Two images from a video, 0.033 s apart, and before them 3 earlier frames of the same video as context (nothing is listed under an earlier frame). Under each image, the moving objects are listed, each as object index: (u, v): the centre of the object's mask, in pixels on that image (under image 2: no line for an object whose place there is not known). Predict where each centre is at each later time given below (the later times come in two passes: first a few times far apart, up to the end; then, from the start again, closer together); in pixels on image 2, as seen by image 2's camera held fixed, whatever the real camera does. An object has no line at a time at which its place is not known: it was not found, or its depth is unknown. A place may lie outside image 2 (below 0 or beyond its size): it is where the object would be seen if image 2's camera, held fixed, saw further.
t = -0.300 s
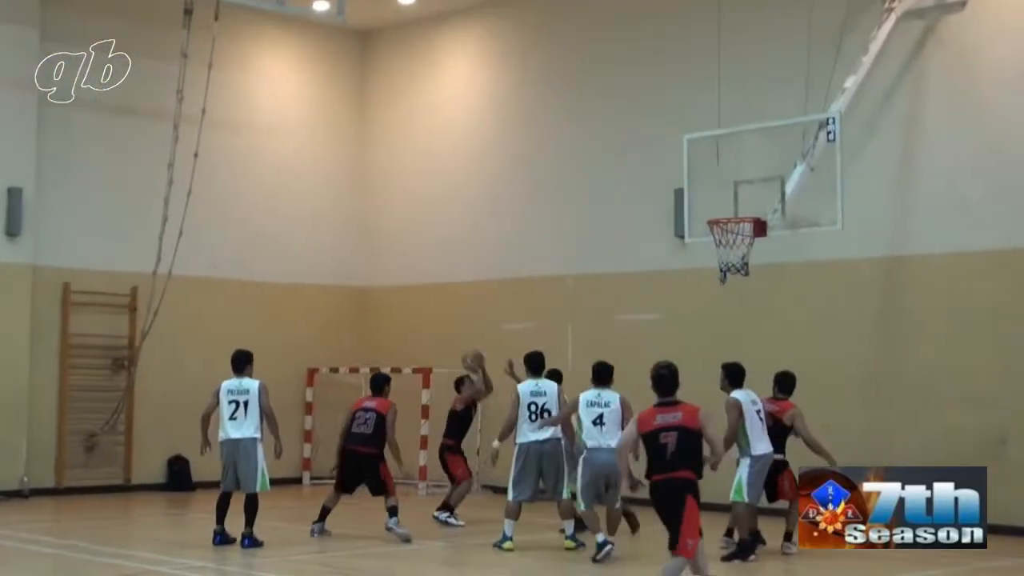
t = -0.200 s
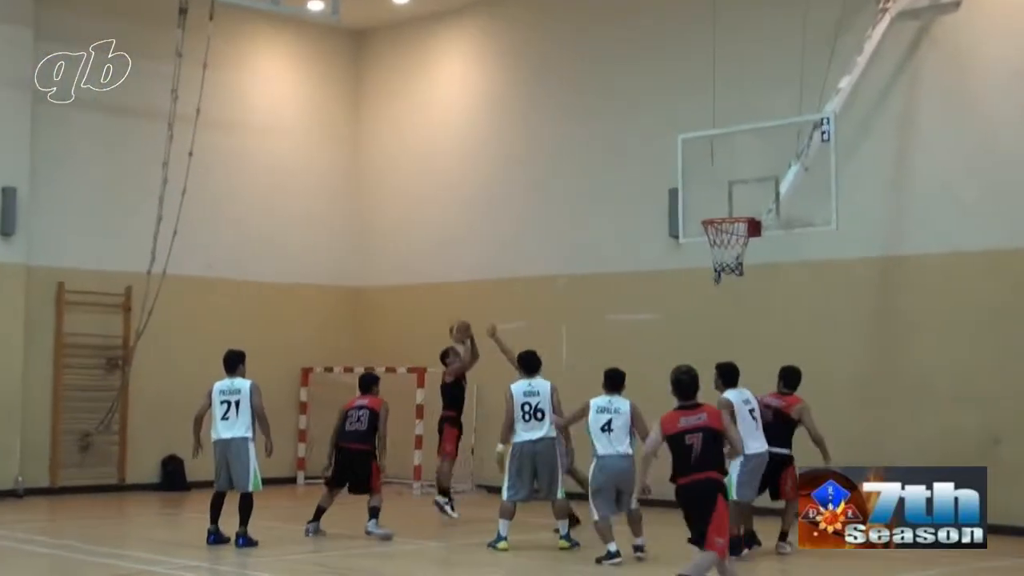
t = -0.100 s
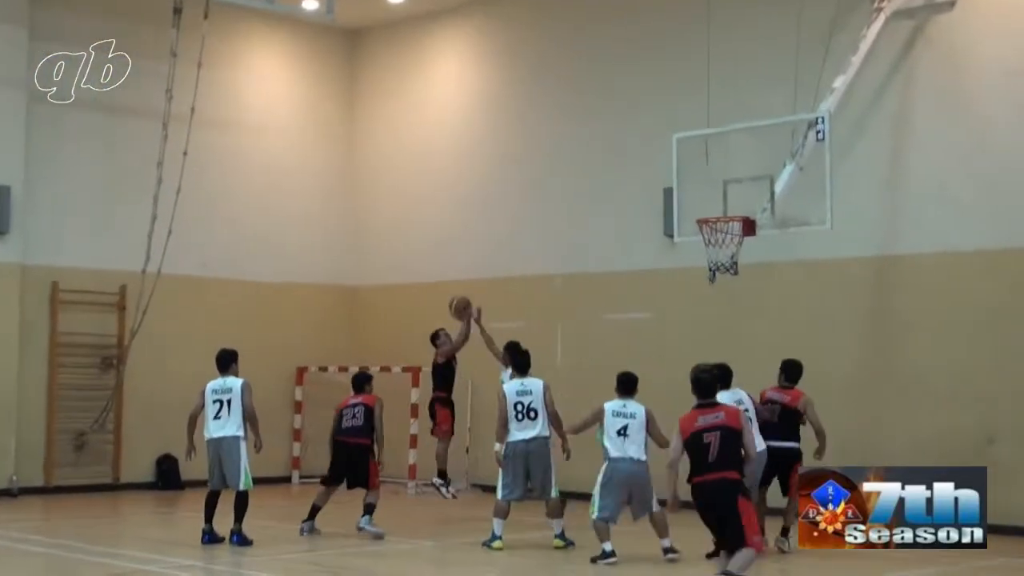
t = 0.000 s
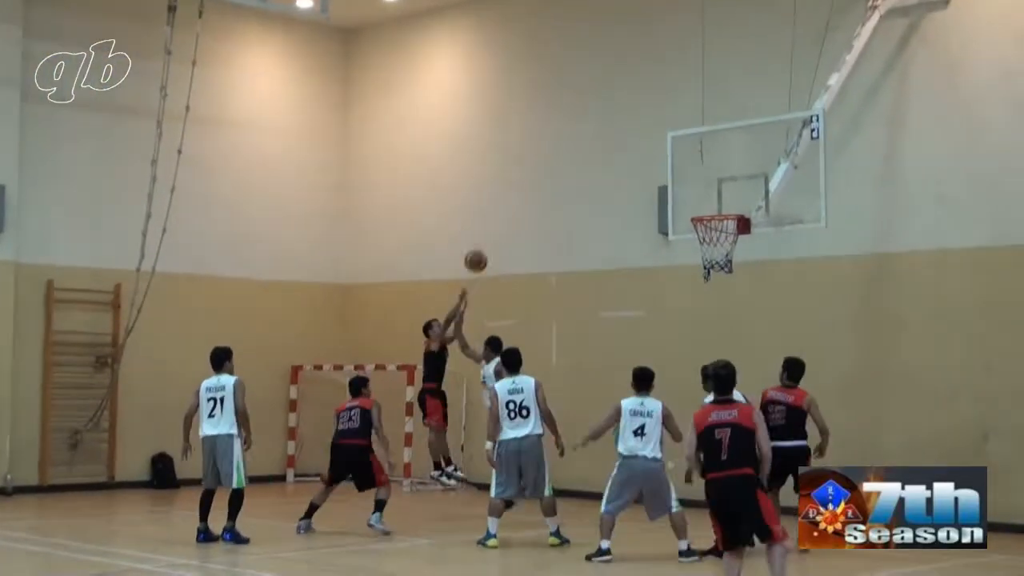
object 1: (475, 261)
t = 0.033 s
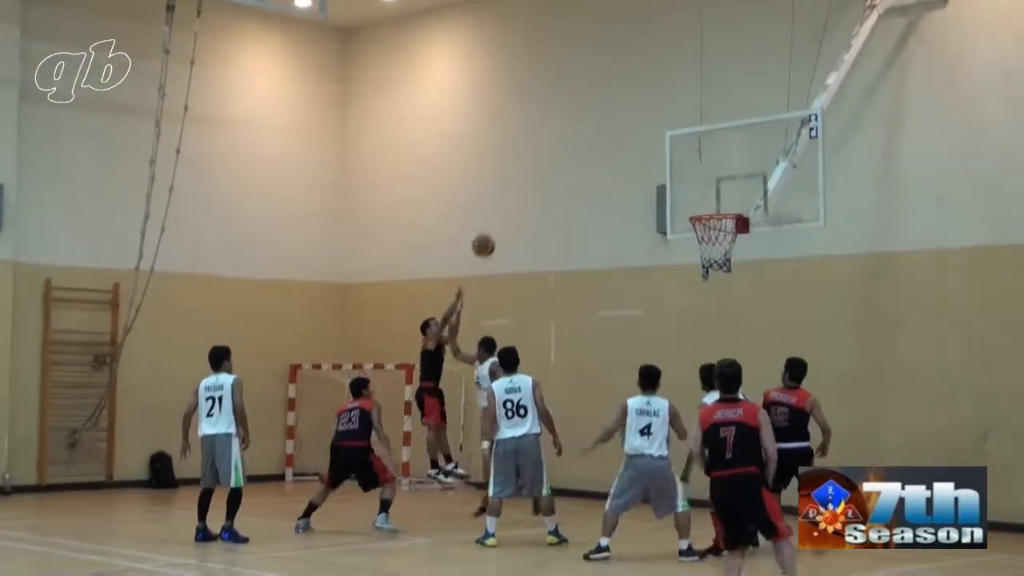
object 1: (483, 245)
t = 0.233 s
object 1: (537, 179)
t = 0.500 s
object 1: (614, 145)
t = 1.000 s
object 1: (699, 243)
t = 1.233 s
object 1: (698, 250)
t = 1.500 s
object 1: (719, 272)
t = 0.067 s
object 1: (491, 232)
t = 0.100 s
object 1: (500, 220)
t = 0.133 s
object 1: (510, 208)
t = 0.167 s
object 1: (519, 197)
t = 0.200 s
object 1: (528, 187)
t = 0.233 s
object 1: (537, 179)
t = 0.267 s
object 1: (546, 172)
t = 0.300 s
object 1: (556, 165)
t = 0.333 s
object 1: (566, 158)
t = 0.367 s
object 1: (575, 153)
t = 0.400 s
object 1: (585, 150)
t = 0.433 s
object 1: (595, 147)
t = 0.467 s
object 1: (605, 146)
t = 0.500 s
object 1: (614, 145)
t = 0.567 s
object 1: (634, 147)
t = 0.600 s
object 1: (645, 151)
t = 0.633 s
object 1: (655, 155)
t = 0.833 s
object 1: (718, 203)
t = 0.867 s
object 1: (723, 216)
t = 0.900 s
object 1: (717, 228)
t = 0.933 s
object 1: (707, 234)
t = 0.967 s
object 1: (703, 237)
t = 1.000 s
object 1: (699, 243)
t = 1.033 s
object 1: (700, 244)
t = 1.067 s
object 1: (698, 245)
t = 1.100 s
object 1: (698, 245)
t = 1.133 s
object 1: (697, 245)
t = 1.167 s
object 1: (697, 247)
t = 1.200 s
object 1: (698, 248)
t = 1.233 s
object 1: (698, 250)
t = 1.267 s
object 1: (700, 254)
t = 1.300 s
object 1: (704, 255)
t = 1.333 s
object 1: (707, 261)
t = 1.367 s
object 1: (711, 263)
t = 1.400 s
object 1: (713, 265)
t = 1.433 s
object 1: (714, 267)
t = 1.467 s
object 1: (717, 269)
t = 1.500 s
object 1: (719, 272)
